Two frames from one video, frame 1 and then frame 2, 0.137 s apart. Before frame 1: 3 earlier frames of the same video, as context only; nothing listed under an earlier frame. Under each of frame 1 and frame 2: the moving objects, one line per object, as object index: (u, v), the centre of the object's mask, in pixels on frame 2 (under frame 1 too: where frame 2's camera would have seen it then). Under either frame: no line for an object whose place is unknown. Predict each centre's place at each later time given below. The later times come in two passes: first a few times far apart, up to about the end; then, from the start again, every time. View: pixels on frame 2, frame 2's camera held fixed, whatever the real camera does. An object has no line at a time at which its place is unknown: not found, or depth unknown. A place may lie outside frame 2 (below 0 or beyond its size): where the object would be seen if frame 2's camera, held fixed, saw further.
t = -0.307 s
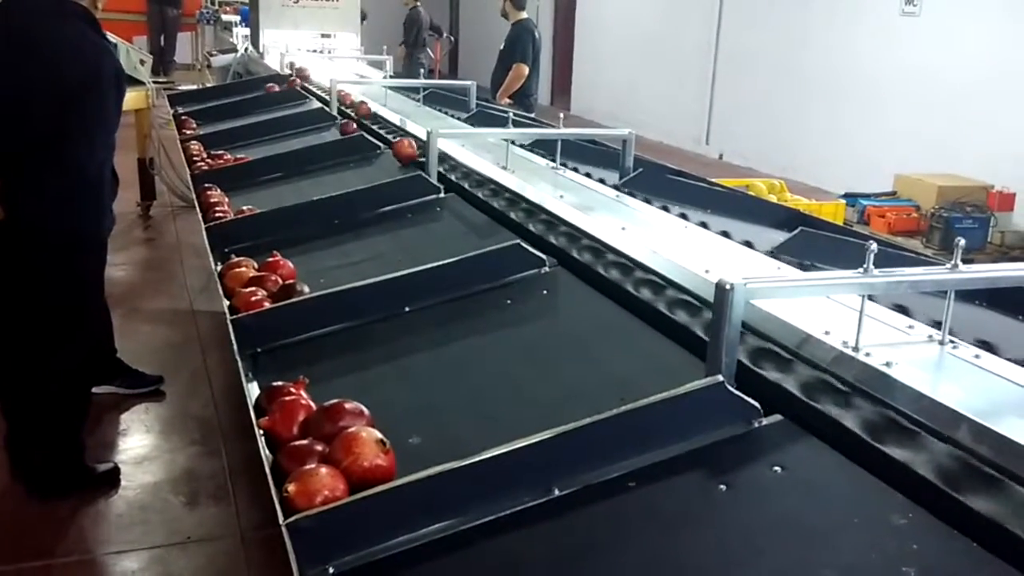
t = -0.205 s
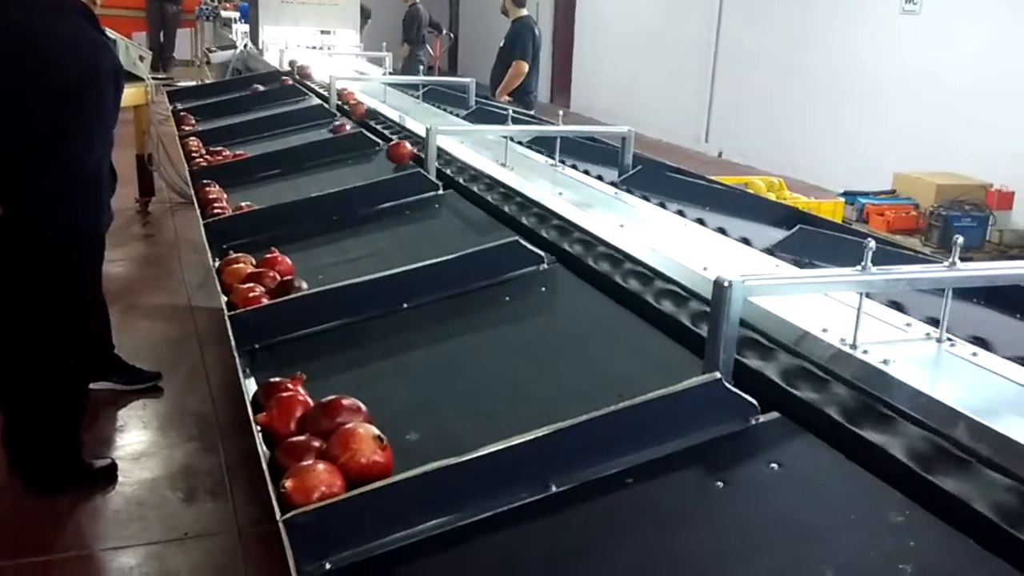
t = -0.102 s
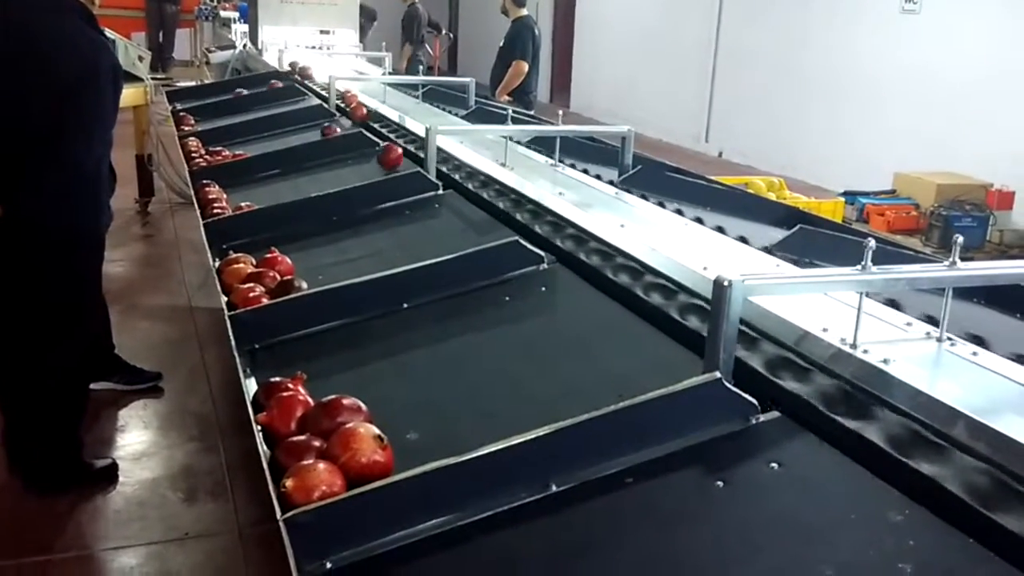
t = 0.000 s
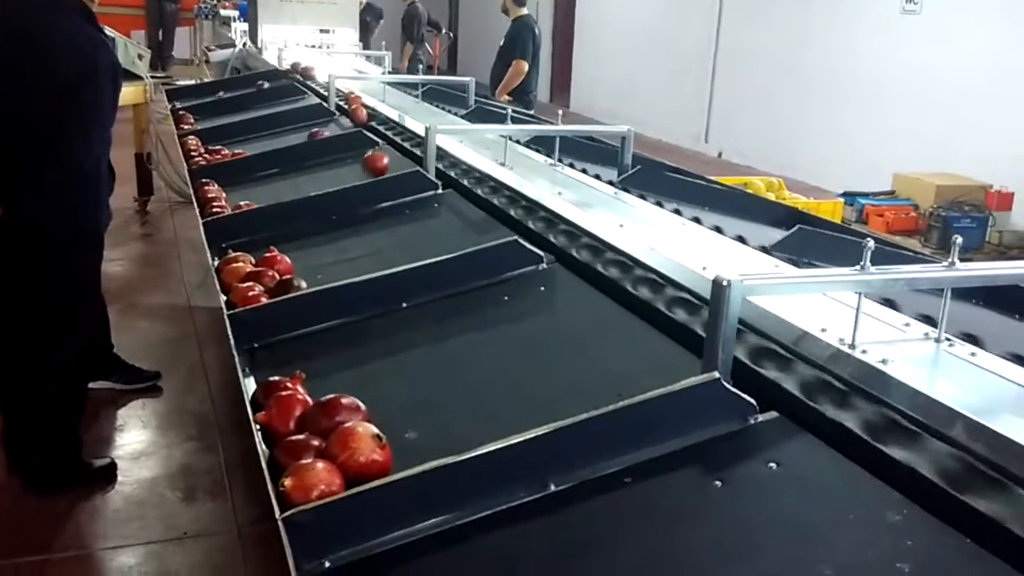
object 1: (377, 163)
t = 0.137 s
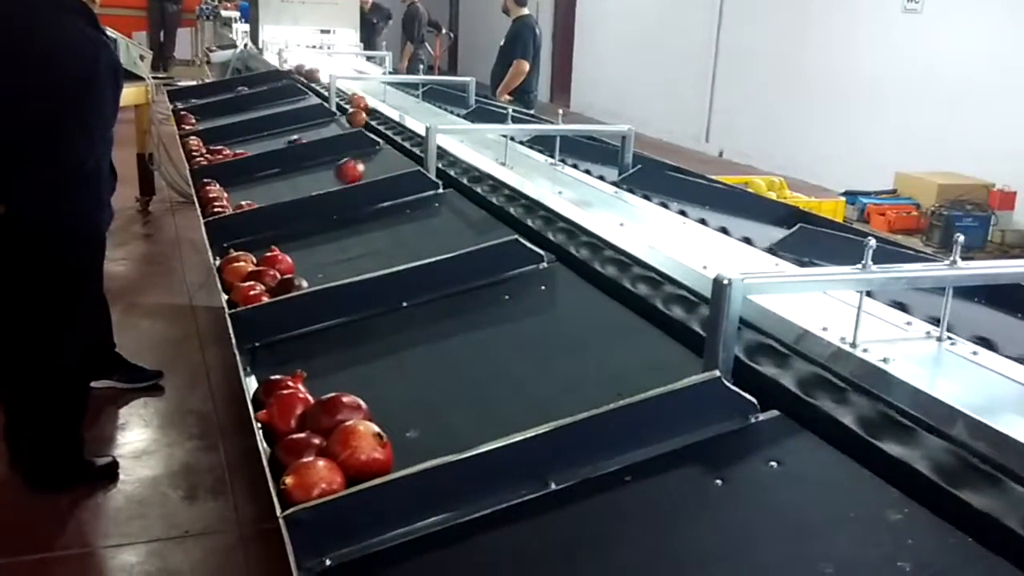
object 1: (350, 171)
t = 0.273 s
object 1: (313, 180)
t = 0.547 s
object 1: (238, 196)
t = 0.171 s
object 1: (341, 175)
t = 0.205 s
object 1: (333, 176)
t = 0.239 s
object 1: (323, 179)
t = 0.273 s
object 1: (313, 180)
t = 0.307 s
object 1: (302, 185)
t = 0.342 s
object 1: (290, 189)
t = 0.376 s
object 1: (279, 189)
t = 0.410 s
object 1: (266, 193)
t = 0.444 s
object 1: (255, 195)
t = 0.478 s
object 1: (241, 197)
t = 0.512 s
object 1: (239, 195)
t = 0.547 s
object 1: (238, 196)
